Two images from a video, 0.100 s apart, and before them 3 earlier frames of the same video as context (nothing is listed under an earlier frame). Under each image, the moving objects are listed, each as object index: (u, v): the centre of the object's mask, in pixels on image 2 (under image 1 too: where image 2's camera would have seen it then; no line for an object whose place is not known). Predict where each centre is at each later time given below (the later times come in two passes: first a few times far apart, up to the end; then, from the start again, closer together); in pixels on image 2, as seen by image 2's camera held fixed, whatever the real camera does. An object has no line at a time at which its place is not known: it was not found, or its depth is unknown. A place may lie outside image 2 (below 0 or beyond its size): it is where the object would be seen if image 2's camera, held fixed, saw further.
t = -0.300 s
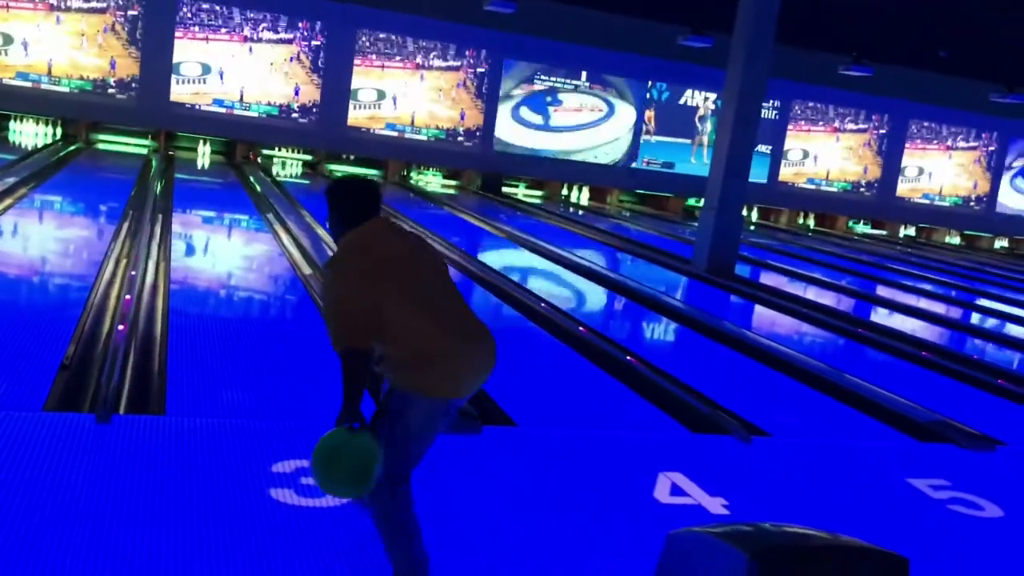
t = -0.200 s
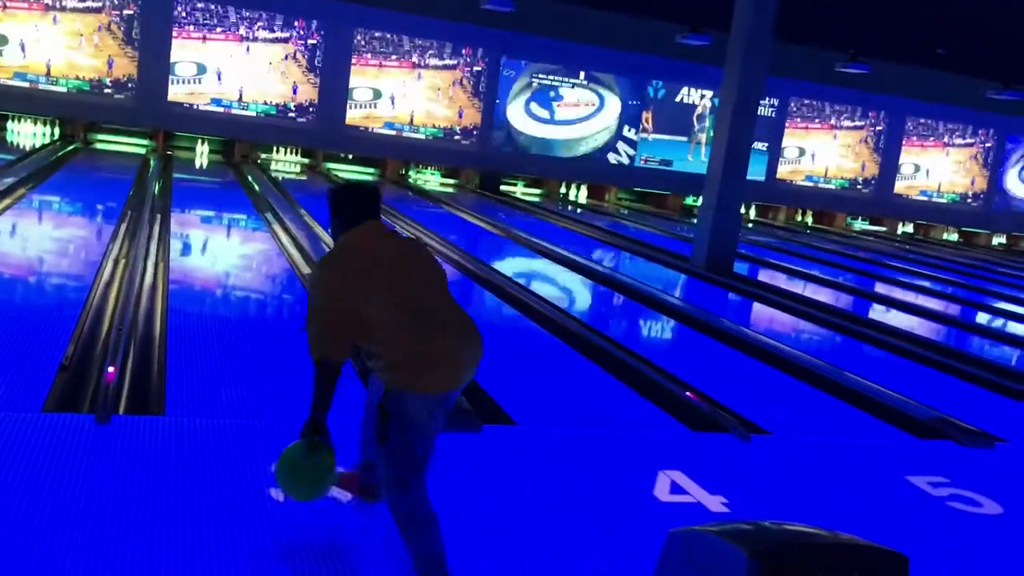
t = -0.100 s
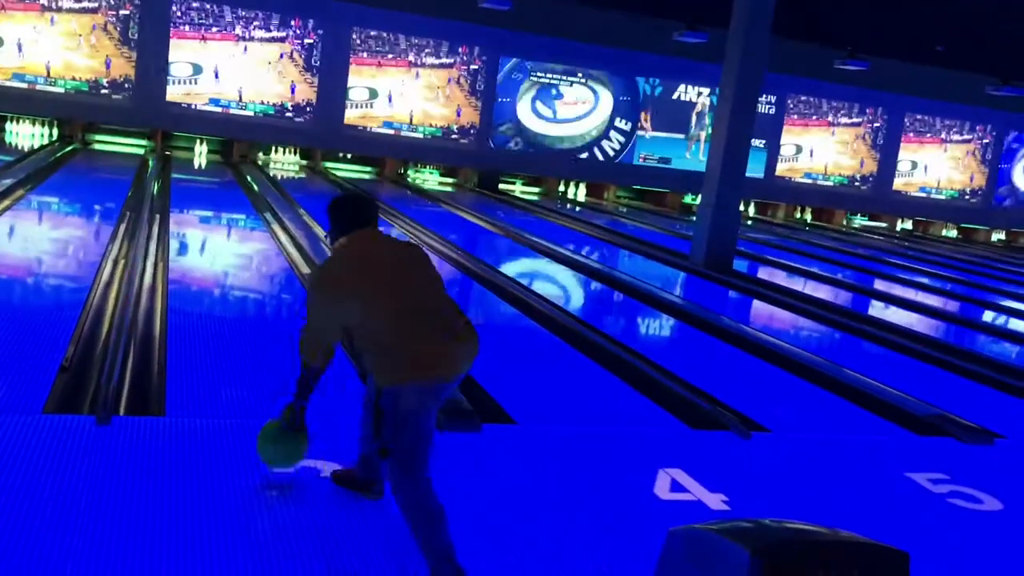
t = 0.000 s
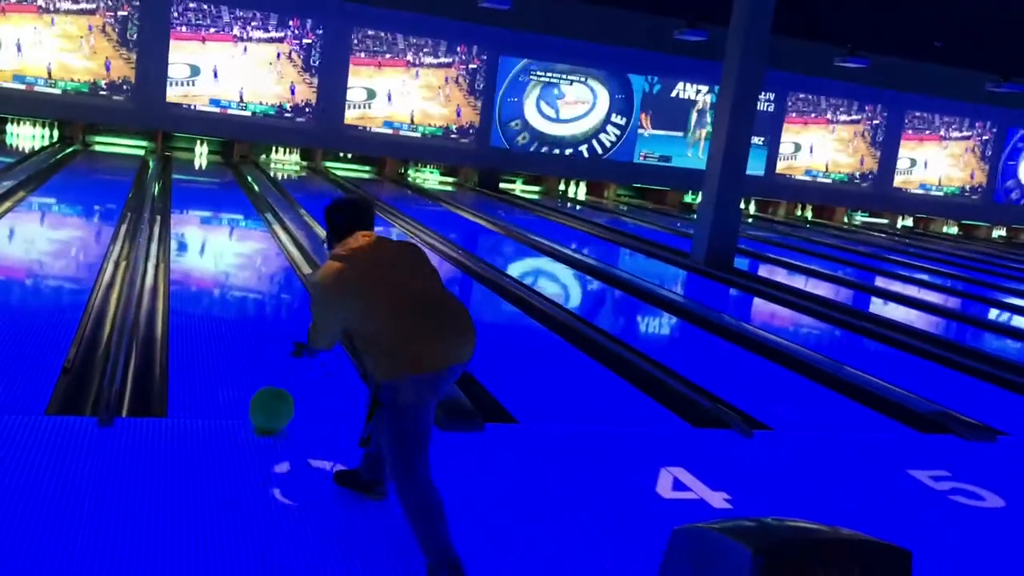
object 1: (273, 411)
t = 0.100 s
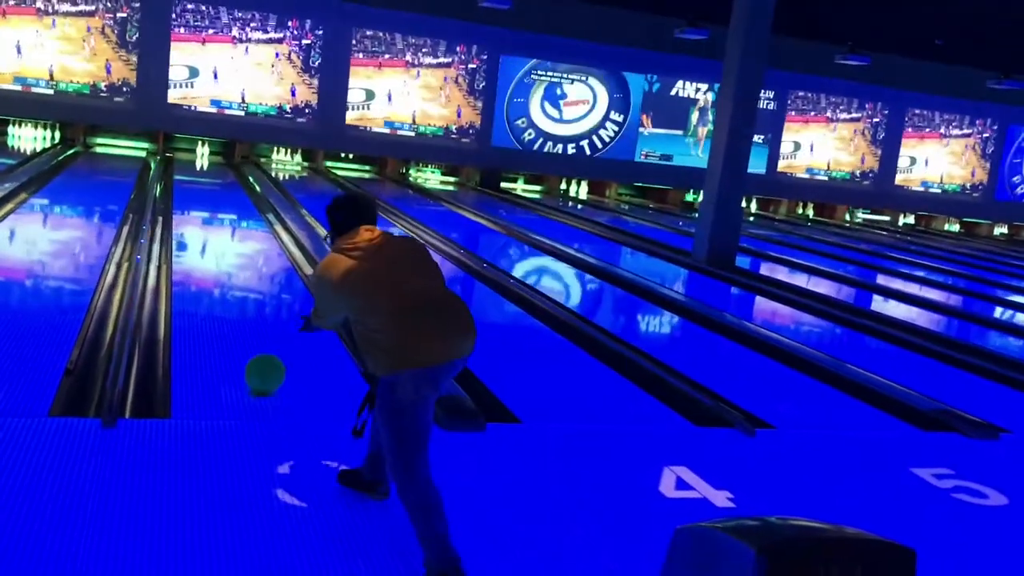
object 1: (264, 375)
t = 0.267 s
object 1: (254, 329)
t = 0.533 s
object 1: (242, 280)
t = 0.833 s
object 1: (234, 244)
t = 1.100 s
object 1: (228, 222)
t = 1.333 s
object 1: (224, 207)
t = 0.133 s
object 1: (262, 364)
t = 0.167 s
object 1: (259, 354)
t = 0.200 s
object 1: (257, 345)
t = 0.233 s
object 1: (255, 337)
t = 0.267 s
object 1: (254, 329)
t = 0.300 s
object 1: (252, 321)
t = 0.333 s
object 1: (250, 314)
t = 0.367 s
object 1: (248, 308)
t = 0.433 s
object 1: (245, 296)
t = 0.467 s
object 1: (244, 291)
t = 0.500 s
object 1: (243, 285)
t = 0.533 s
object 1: (242, 280)
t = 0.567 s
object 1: (241, 275)
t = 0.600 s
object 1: (240, 271)
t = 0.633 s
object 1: (239, 266)
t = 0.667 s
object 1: (238, 262)
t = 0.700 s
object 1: (237, 258)
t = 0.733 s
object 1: (236, 254)
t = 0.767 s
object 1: (235, 251)
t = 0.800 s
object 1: (234, 247)
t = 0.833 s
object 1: (234, 244)
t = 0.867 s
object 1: (233, 241)
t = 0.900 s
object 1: (232, 238)
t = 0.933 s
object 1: (231, 235)
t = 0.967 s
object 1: (231, 232)
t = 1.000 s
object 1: (230, 230)
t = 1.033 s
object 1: (229, 227)
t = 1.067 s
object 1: (228, 224)
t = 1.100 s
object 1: (228, 222)
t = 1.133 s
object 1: (227, 220)
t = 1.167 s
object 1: (226, 218)
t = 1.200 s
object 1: (226, 215)
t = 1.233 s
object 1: (225, 213)
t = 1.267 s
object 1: (225, 211)
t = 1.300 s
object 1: (225, 209)
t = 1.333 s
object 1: (224, 207)
